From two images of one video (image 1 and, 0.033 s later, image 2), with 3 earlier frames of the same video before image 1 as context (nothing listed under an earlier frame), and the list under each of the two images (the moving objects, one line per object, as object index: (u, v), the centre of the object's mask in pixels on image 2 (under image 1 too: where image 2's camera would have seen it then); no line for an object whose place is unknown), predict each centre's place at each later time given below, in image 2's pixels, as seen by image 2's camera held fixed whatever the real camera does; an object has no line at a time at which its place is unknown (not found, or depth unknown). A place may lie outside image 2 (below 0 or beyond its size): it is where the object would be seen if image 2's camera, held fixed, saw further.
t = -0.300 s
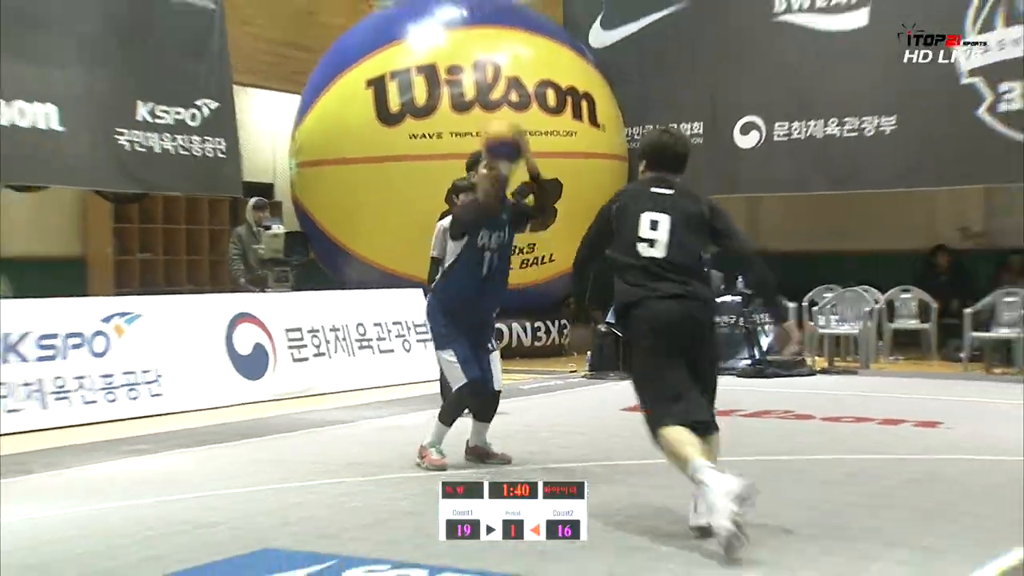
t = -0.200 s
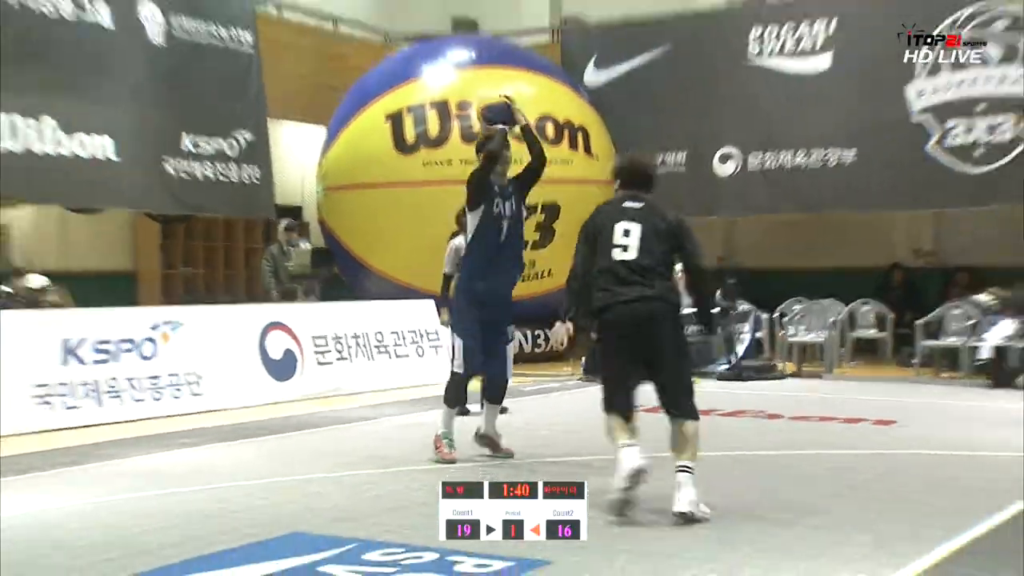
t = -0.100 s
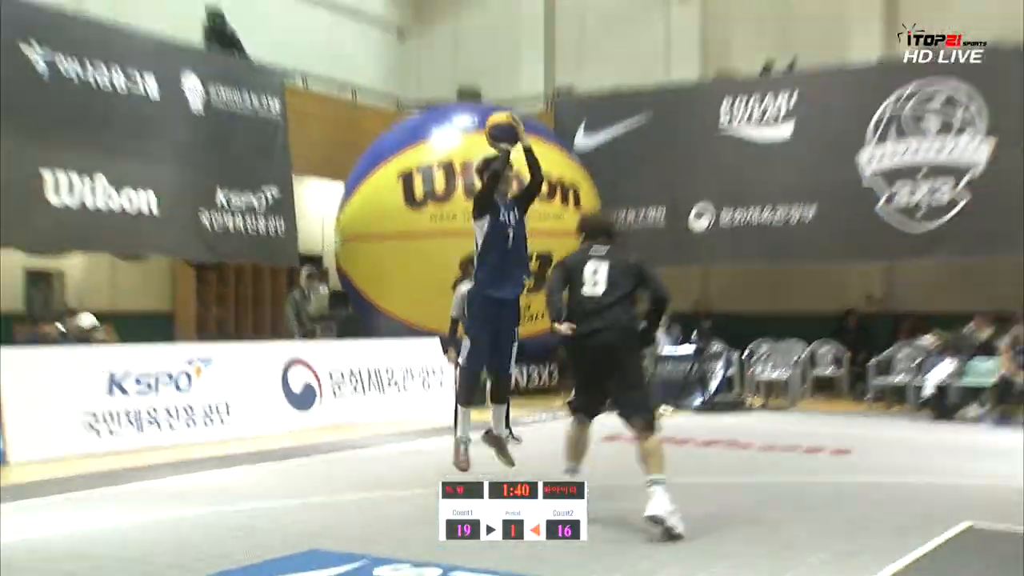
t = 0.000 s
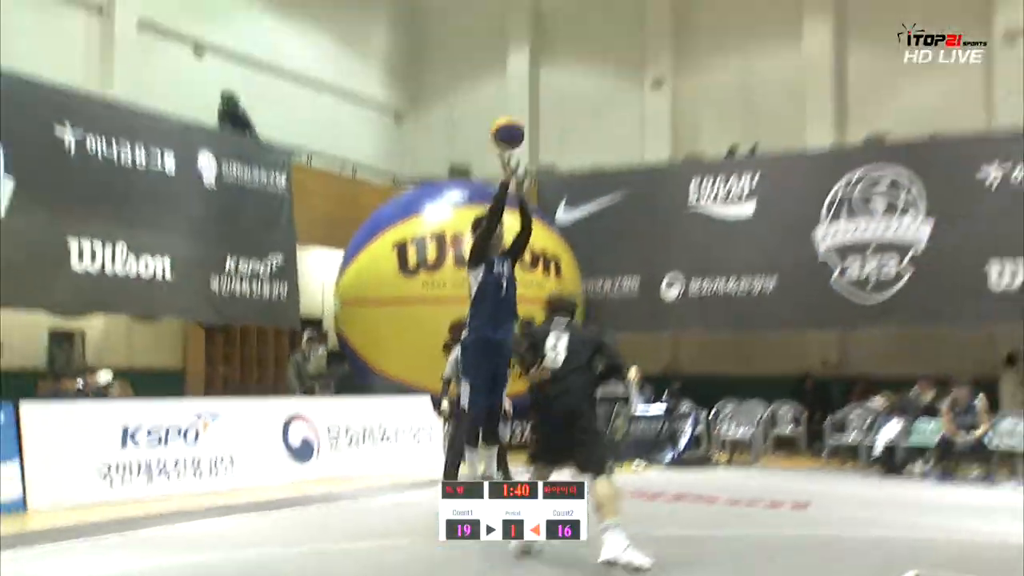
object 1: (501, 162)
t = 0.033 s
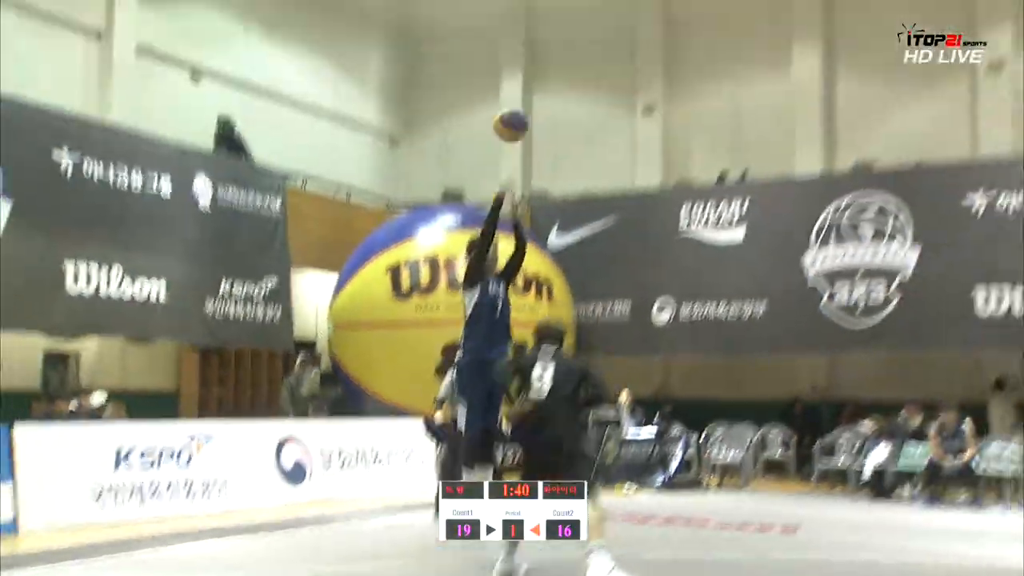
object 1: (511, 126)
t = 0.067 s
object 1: (521, 92)
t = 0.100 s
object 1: (531, 60)
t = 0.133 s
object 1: (543, 25)
